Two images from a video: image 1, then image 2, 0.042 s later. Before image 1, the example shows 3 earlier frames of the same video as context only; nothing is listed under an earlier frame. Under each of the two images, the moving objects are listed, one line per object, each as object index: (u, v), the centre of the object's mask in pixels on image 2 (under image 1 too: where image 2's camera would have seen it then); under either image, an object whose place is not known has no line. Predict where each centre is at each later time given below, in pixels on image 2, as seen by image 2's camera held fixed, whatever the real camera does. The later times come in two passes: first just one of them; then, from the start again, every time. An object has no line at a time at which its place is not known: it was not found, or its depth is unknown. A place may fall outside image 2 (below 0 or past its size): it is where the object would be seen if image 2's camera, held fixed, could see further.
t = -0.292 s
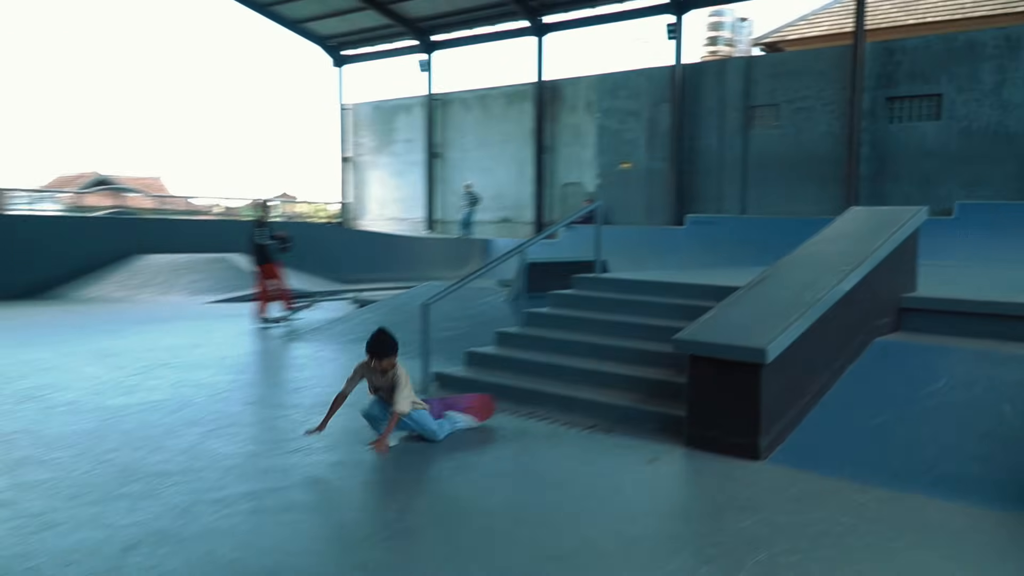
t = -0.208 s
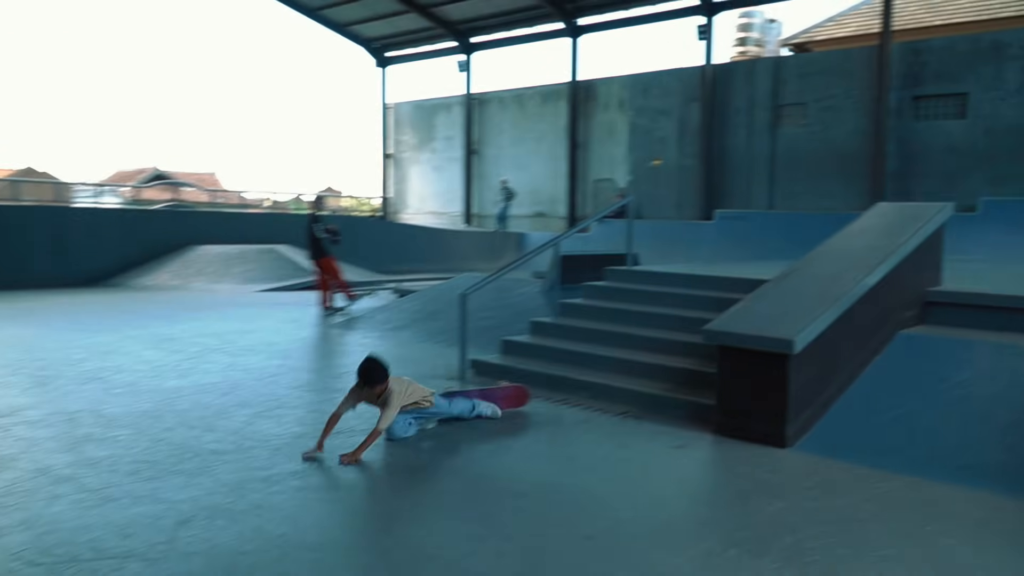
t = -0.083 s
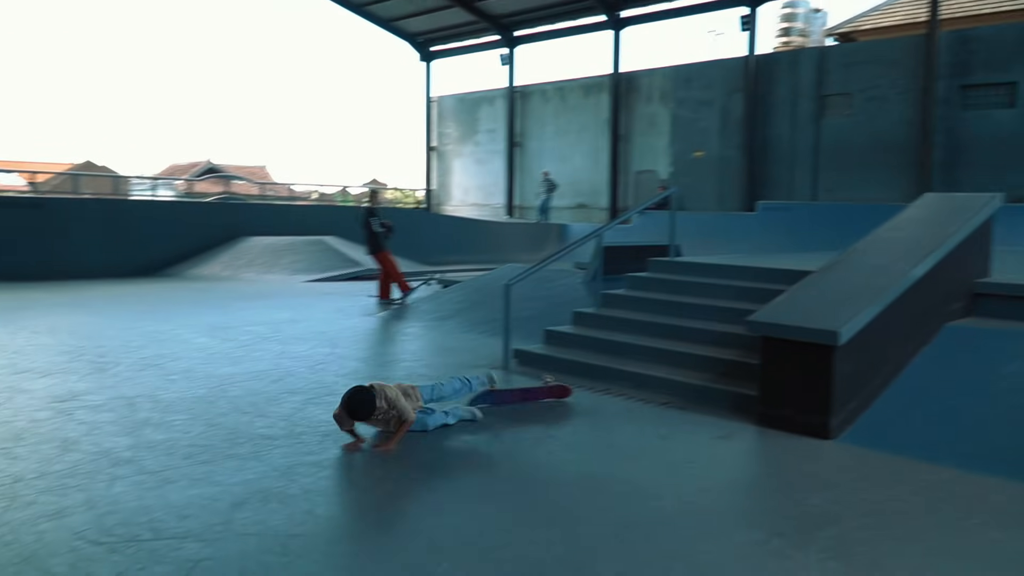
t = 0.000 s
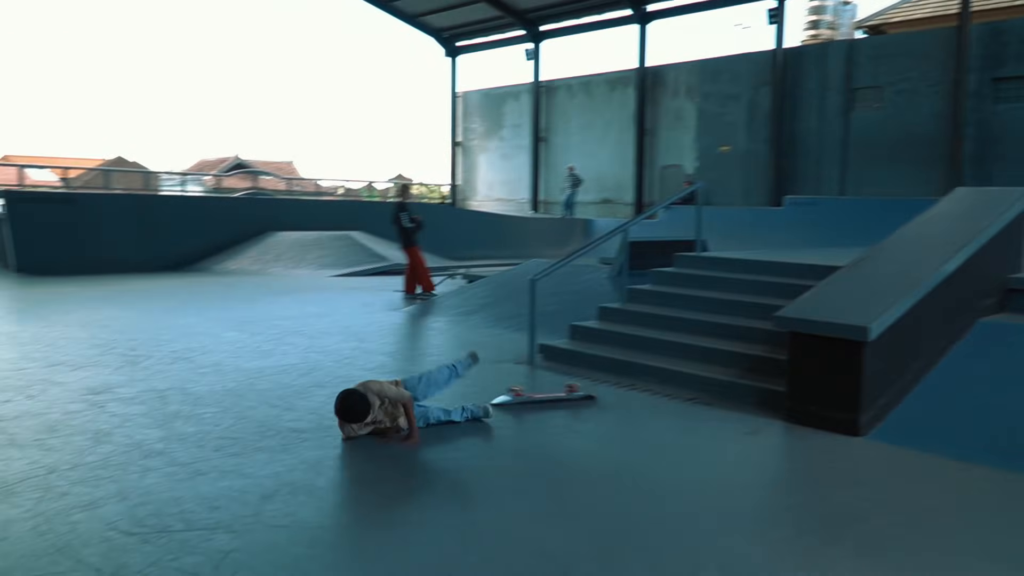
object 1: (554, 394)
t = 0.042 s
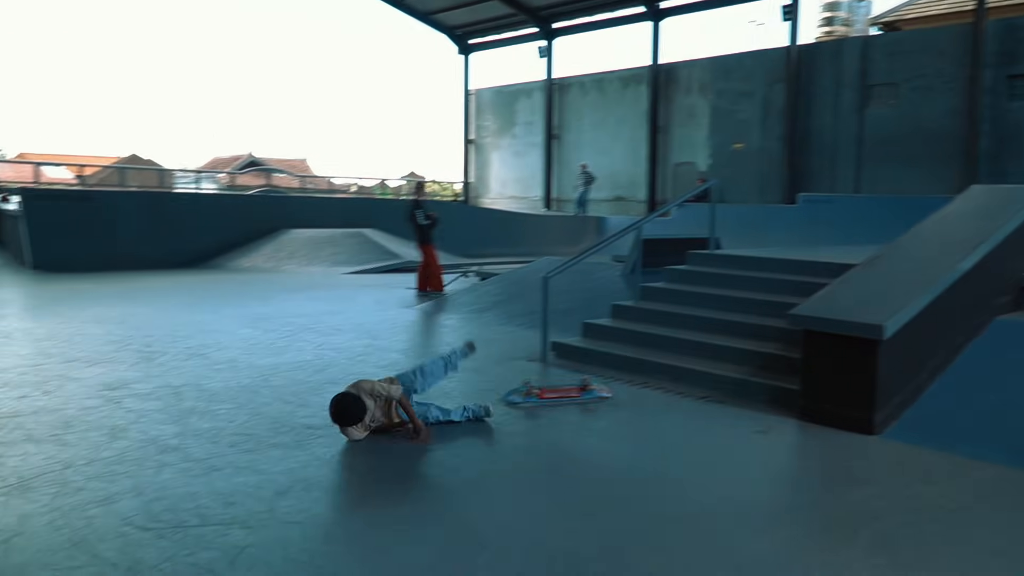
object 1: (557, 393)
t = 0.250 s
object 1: (561, 388)
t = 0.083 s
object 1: (558, 392)
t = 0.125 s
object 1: (559, 390)
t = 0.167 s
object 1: (560, 389)
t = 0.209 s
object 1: (561, 388)
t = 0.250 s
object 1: (561, 388)
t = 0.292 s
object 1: (561, 388)
